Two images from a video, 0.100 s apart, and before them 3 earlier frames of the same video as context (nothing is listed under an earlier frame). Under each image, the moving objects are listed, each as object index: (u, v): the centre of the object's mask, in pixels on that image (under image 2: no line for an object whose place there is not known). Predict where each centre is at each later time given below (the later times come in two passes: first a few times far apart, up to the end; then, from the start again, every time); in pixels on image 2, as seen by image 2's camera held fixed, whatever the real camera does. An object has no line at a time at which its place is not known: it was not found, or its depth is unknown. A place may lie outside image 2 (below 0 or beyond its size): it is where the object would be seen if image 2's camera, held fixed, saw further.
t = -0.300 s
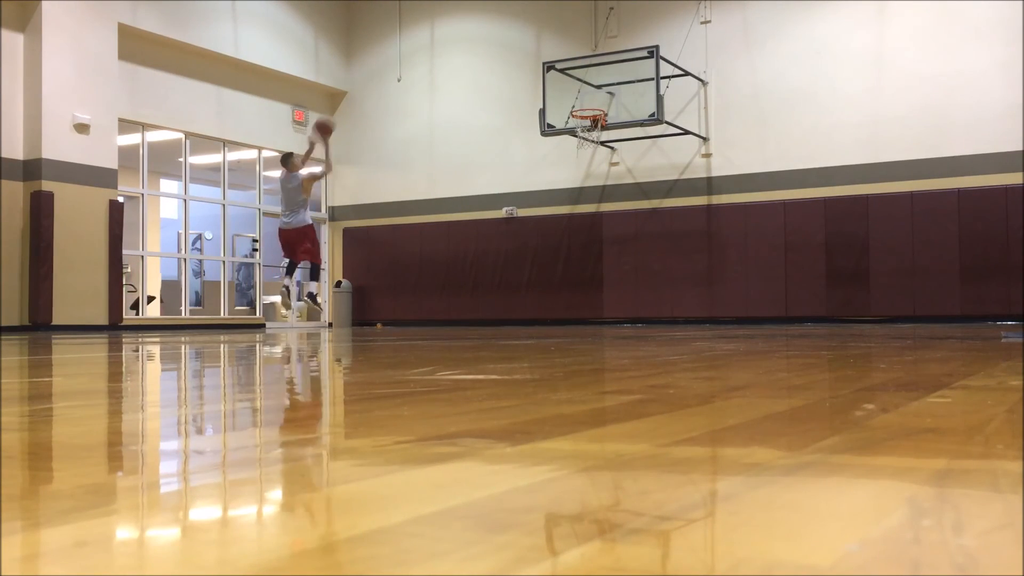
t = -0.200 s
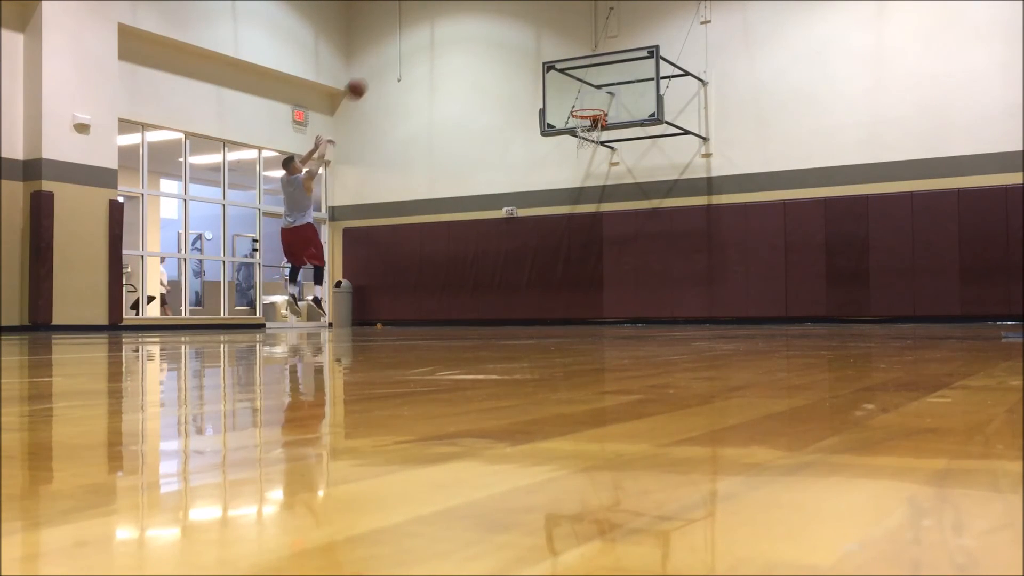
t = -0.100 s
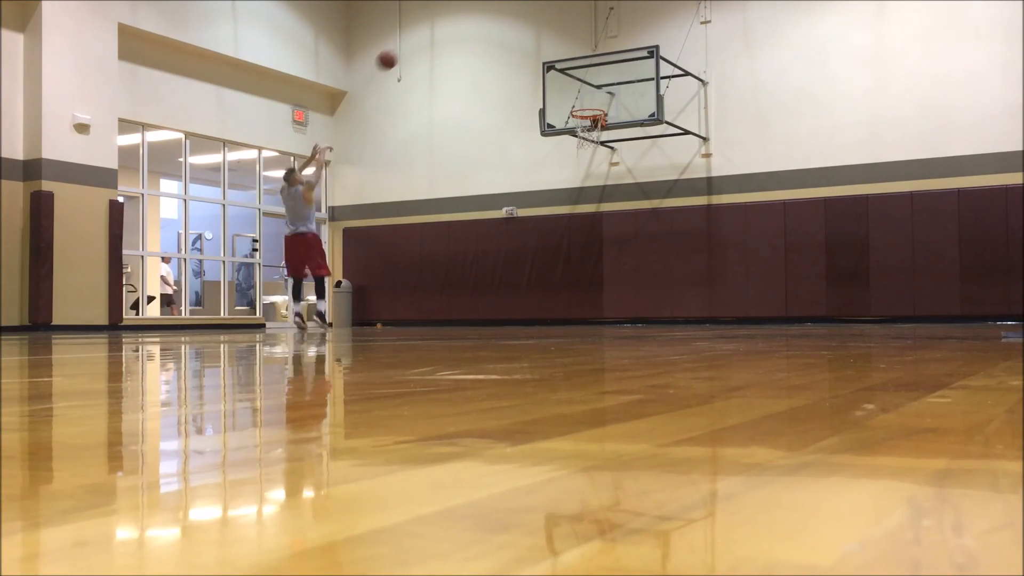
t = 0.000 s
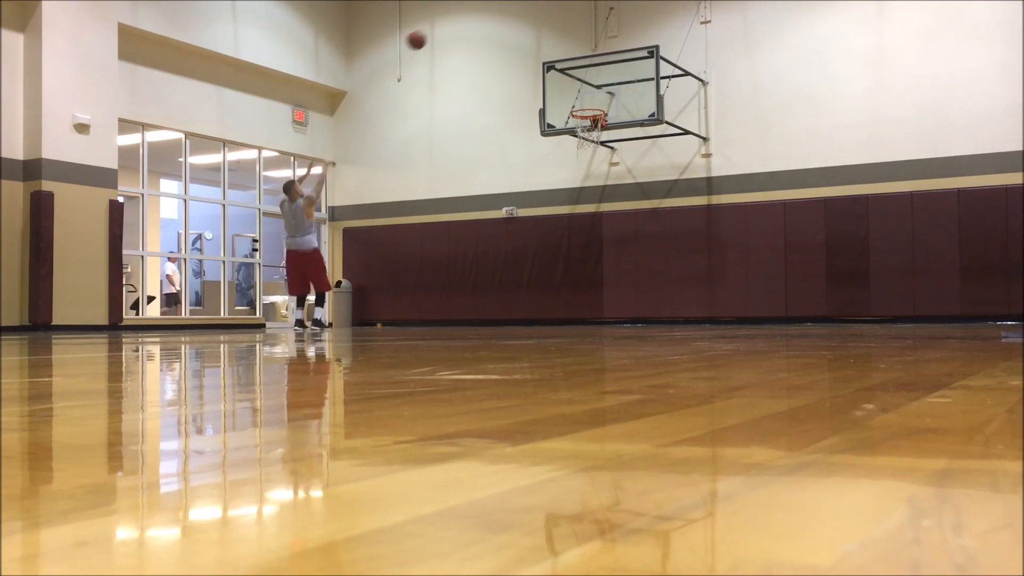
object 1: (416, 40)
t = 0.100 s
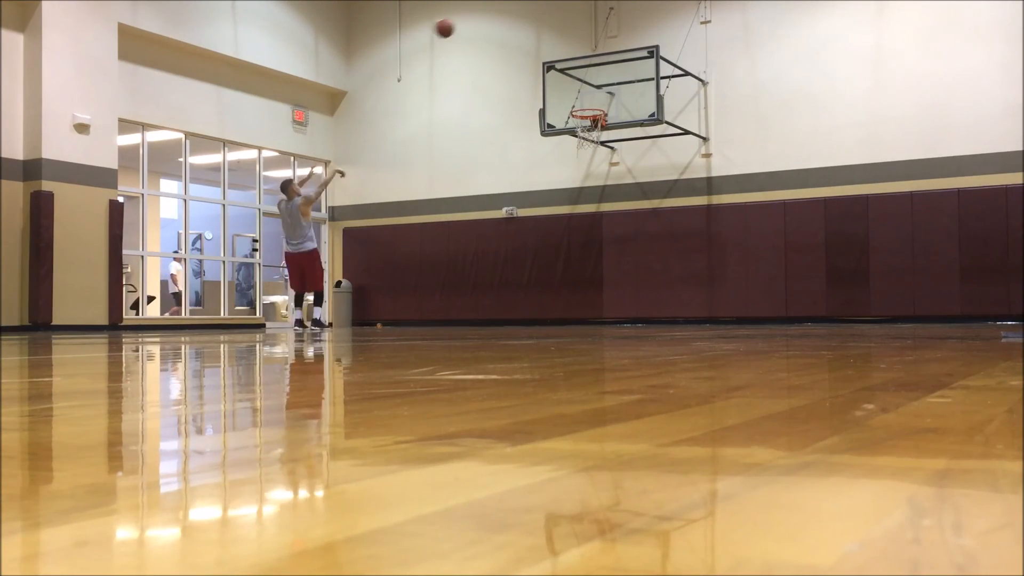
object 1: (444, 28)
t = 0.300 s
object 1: (497, 28)
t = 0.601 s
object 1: (568, 80)
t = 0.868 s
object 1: (597, 153)
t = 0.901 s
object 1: (597, 163)
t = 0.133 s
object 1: (453, 26)
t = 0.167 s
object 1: (462, 25)
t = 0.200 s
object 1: (471, 25)
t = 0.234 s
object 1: (480, 25)
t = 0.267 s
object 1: (488, 26)
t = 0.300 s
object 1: (497, 28)
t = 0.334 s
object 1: (505, 31)
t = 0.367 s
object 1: (513, 35)
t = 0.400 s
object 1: (521, 39)
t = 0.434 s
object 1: (529, 44)
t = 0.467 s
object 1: (537, 50)
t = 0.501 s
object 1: (545, 56)
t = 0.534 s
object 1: (552, 63)
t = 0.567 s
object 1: (561, 72)
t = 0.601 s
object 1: (568, 80)
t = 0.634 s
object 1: (575, 89)
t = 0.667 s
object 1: (583, 99)
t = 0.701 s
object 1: (589, 109)
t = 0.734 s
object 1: (597, 120)
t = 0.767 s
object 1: (598, 127)
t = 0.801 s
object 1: (597, 137)
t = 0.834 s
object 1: (597, 145)
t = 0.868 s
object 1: (597, 153)
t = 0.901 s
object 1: (597, 163)
